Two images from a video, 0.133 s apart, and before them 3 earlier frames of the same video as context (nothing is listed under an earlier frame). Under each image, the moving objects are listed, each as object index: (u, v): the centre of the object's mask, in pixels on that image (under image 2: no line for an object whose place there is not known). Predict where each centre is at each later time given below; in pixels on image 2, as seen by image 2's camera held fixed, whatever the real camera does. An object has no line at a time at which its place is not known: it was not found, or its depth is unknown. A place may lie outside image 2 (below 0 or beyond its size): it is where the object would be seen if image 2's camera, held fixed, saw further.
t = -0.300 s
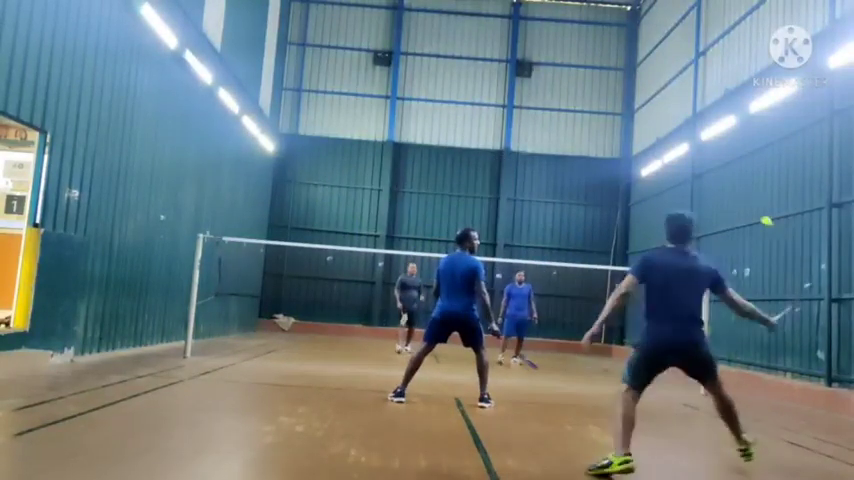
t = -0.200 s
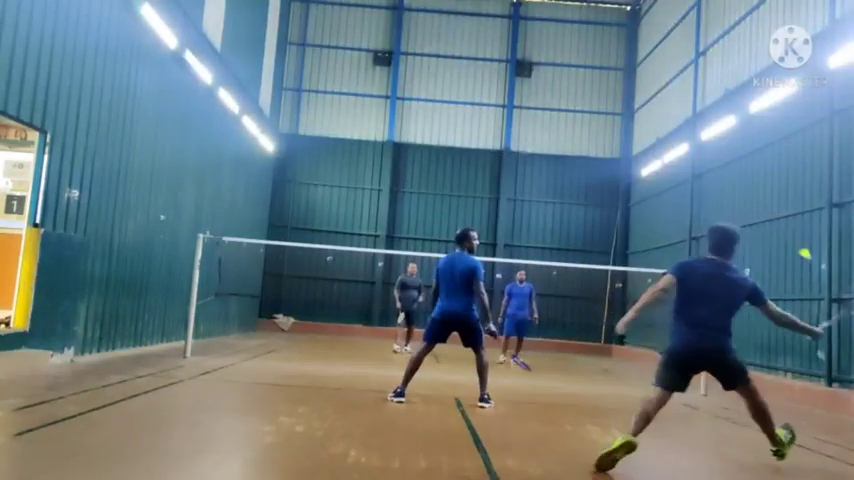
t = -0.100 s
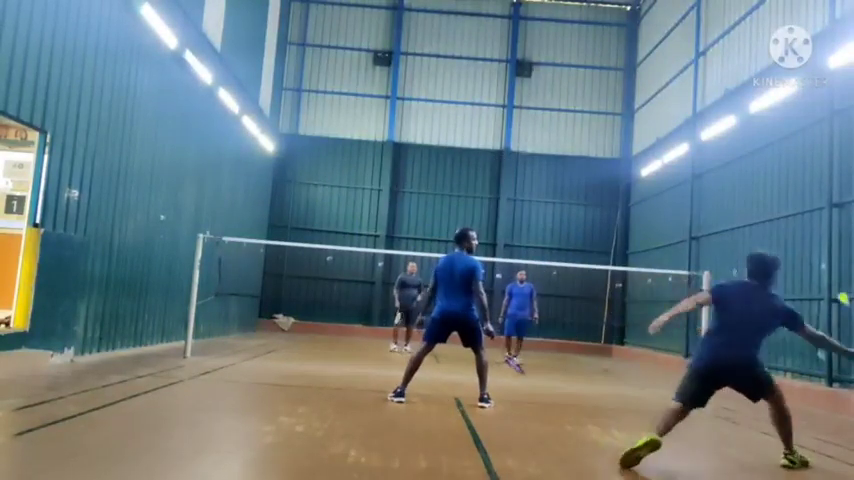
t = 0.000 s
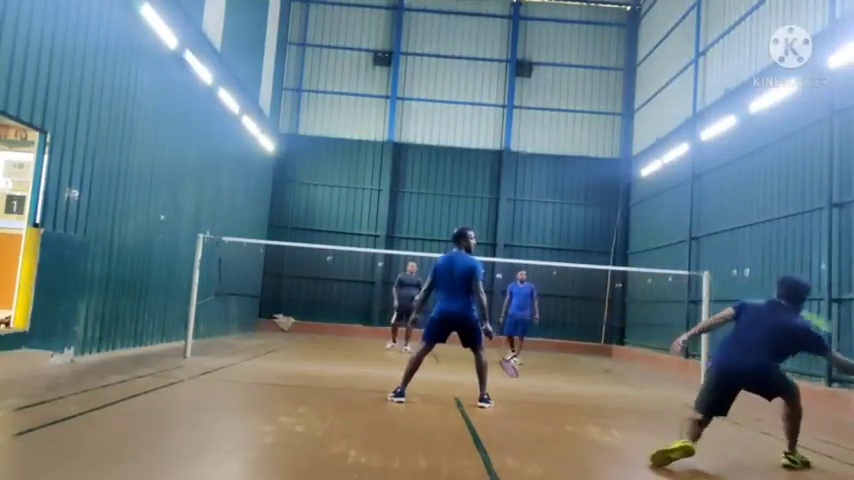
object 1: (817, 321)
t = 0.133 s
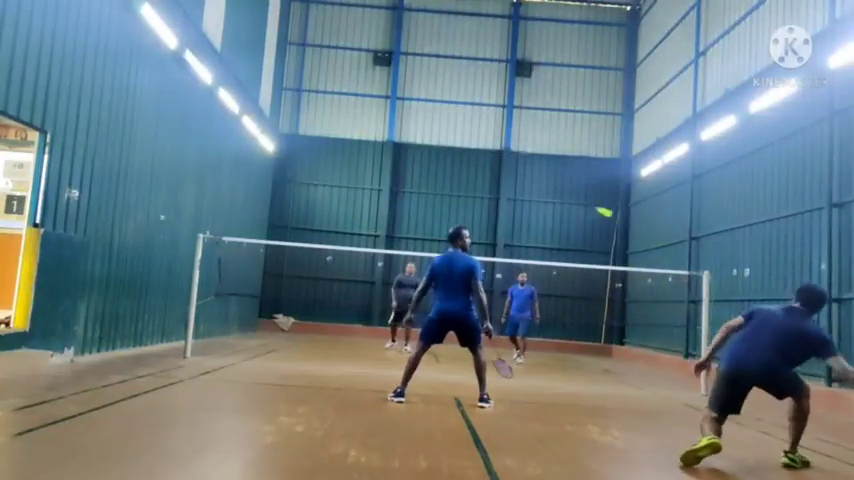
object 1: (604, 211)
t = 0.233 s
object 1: (524, 181)
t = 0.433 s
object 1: (431, 166)
